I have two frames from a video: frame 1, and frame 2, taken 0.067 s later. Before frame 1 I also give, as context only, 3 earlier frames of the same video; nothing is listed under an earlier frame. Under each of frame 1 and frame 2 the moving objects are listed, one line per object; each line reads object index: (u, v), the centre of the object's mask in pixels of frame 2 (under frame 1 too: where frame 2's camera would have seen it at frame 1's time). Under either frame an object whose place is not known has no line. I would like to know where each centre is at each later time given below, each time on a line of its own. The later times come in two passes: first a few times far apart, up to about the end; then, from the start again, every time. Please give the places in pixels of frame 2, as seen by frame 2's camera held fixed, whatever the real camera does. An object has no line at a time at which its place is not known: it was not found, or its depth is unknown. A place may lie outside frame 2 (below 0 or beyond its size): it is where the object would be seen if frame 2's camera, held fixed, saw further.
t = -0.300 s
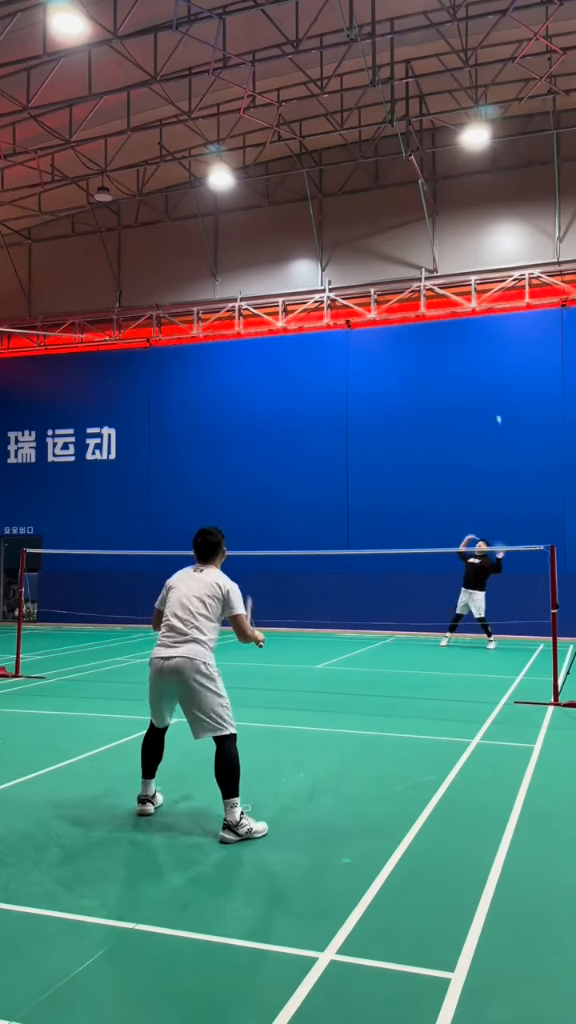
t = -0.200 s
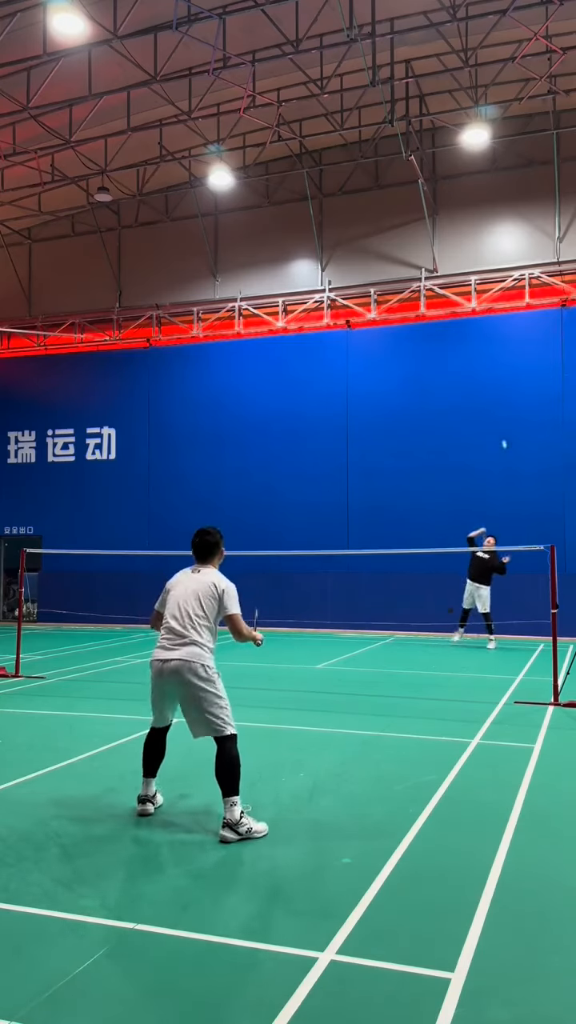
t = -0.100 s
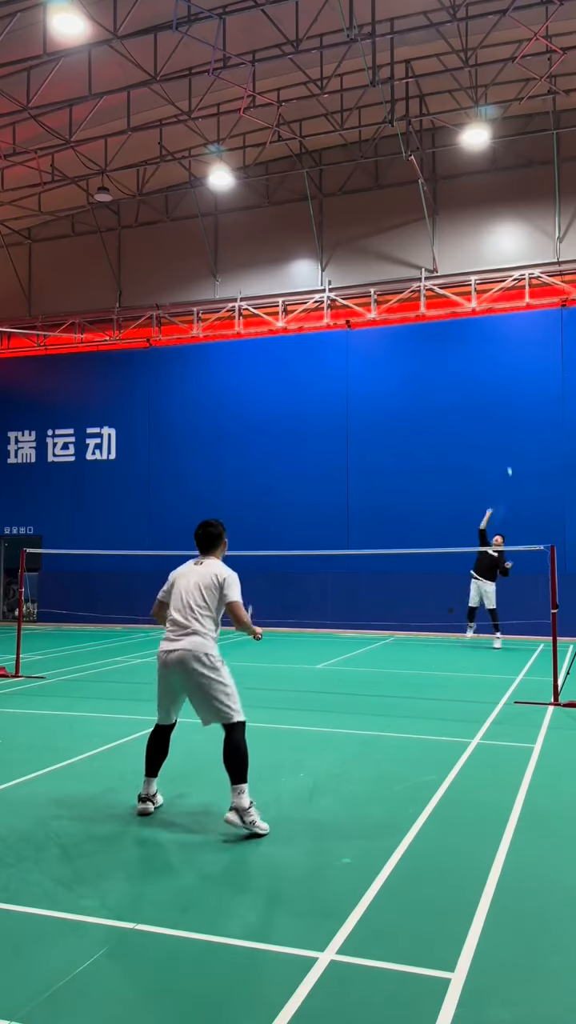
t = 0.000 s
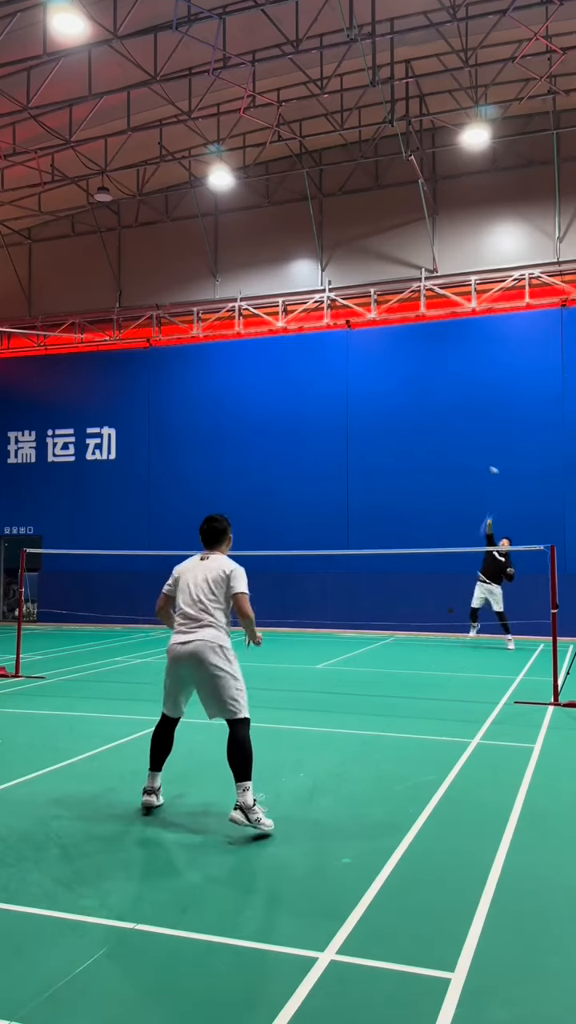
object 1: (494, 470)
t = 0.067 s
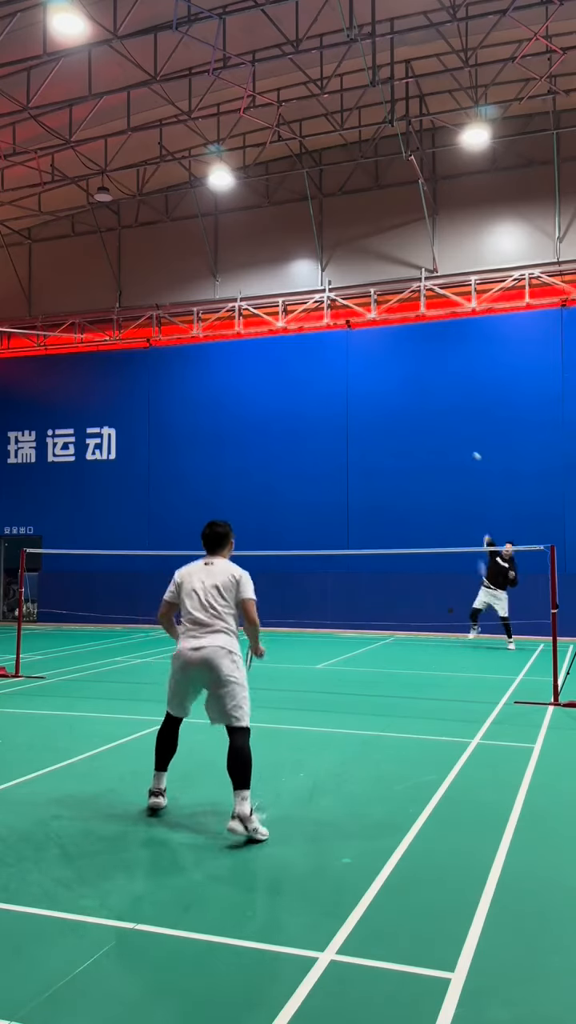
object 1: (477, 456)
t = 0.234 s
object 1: (437, 438)
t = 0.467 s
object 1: (385, 459)
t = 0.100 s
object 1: (467, 450)
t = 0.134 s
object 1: (460, 445)
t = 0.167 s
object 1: (452, 442)
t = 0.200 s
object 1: (444, 440)
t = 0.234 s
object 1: (437, 438)
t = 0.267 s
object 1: (429, 438)
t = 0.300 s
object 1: (422, 439)
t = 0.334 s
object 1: (414, 440)
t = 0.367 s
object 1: (407, 443)
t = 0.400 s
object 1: (400, 447)
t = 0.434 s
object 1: (392, 453)
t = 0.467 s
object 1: (385, 459)
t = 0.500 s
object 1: (377, 467)
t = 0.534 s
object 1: (370, 476)
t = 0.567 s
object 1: (362, 486)
